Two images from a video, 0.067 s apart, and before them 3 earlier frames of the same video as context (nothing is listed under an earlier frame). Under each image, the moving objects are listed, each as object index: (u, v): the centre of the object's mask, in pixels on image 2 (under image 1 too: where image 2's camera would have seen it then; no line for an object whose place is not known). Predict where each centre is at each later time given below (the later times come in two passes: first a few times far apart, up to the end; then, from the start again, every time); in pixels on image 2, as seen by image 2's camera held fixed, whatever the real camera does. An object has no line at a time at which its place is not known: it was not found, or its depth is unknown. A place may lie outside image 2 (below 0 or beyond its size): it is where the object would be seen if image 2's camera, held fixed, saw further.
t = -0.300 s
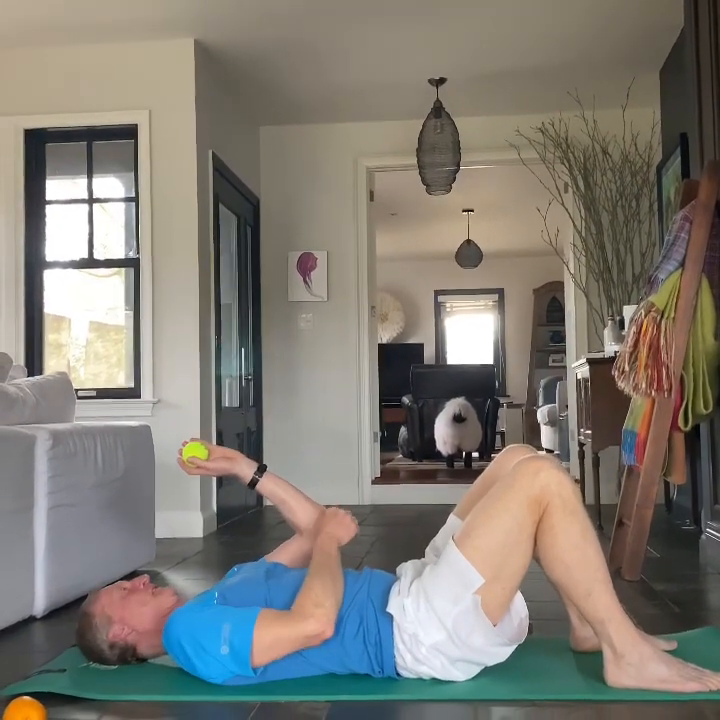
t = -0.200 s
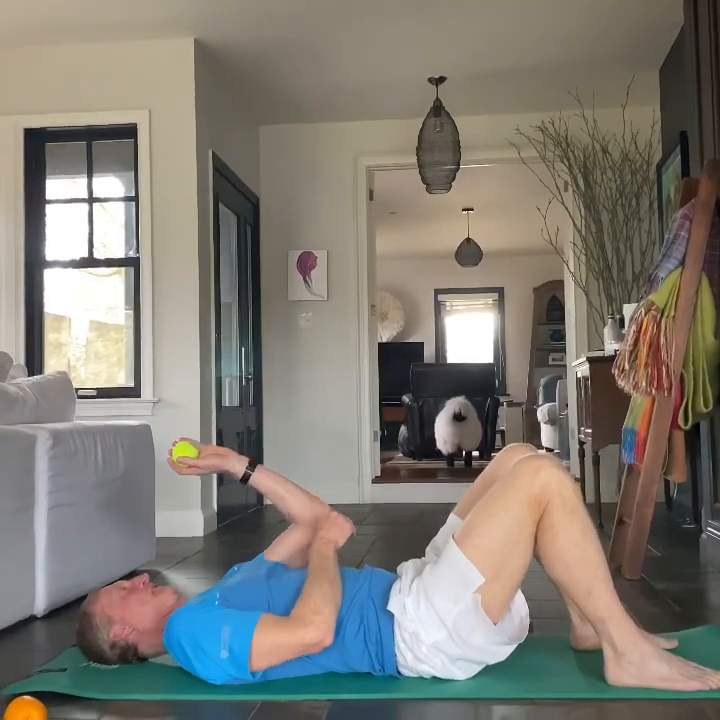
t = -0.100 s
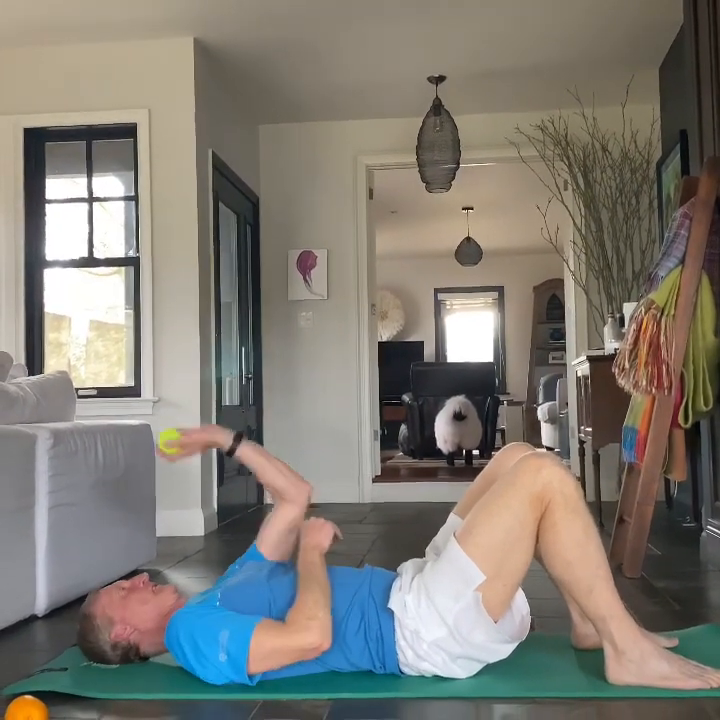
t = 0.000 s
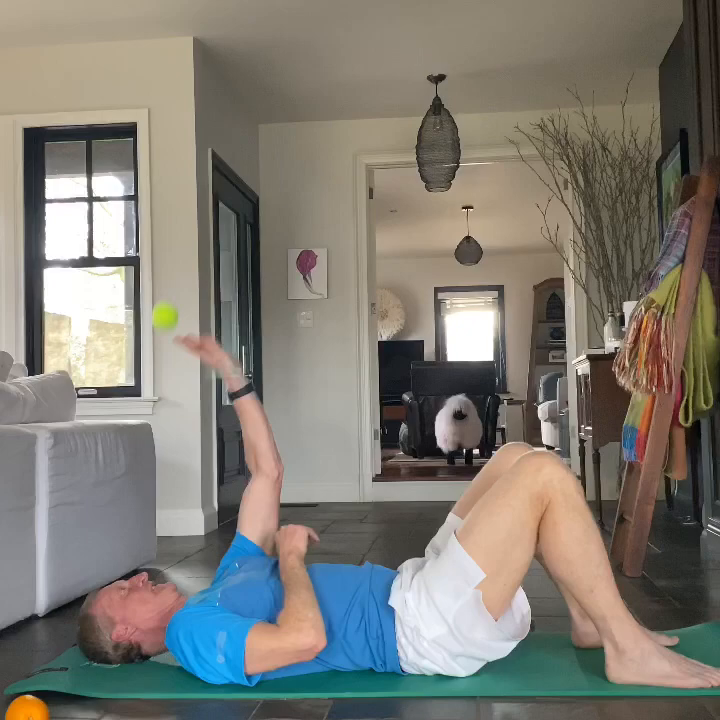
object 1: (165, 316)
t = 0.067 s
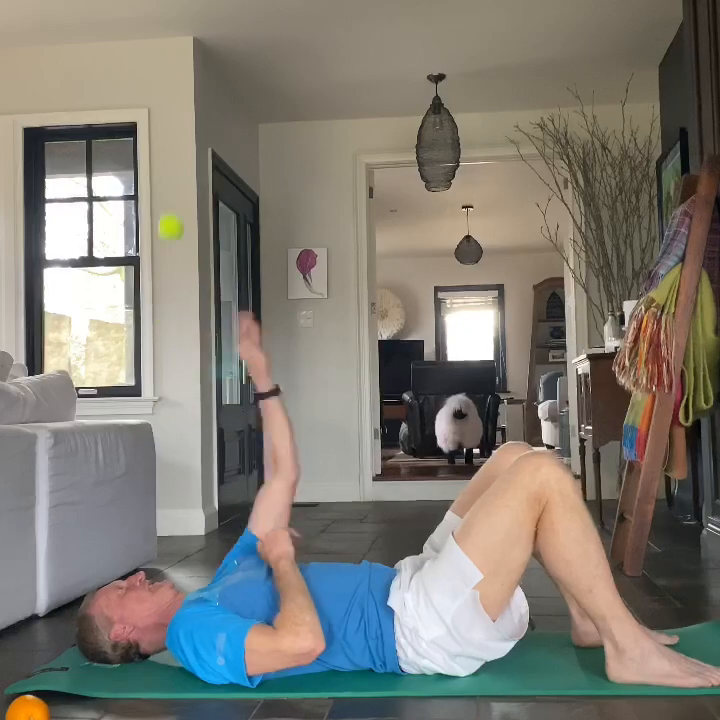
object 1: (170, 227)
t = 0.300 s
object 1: (192, 54)
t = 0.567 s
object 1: (219, 99)
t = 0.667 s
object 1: (231, 181)
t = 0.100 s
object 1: (173, 190)
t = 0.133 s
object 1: (176, 157)
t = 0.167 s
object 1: (179, 128)
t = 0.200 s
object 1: (181, 103)
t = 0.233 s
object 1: (185, 83)
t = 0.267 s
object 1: (188, 67)
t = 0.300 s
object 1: (192, 54)
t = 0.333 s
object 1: (195, 46)
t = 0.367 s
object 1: (198, 41)
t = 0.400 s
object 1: (201, 41)
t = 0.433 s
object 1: (204, 45)
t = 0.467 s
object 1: (208, 53)
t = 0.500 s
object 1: (212, 64)
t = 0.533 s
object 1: (215, 80)
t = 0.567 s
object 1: (219, 99)
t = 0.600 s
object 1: (222, 123)
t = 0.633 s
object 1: (227, 150)
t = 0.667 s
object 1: (231, 181)
